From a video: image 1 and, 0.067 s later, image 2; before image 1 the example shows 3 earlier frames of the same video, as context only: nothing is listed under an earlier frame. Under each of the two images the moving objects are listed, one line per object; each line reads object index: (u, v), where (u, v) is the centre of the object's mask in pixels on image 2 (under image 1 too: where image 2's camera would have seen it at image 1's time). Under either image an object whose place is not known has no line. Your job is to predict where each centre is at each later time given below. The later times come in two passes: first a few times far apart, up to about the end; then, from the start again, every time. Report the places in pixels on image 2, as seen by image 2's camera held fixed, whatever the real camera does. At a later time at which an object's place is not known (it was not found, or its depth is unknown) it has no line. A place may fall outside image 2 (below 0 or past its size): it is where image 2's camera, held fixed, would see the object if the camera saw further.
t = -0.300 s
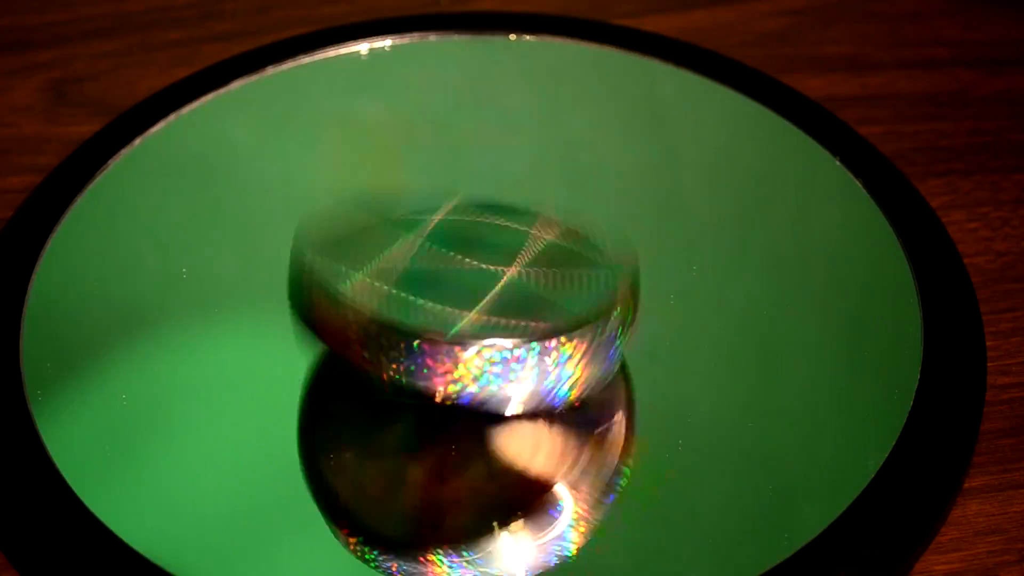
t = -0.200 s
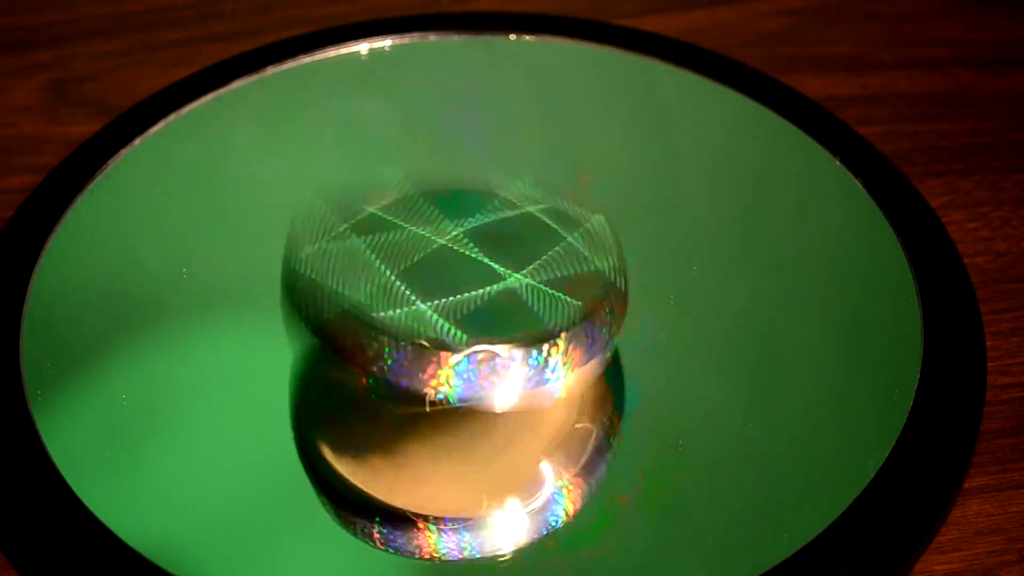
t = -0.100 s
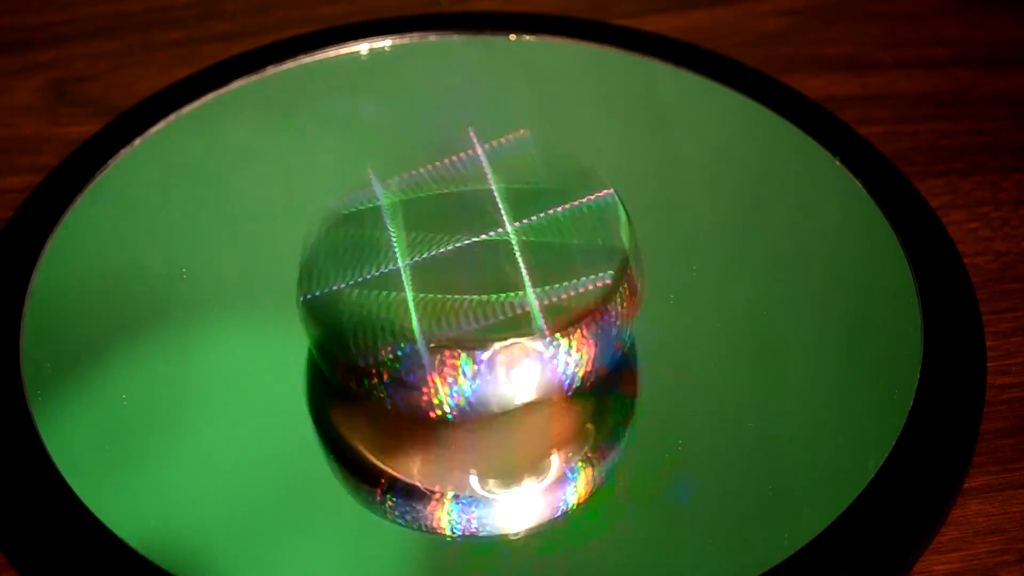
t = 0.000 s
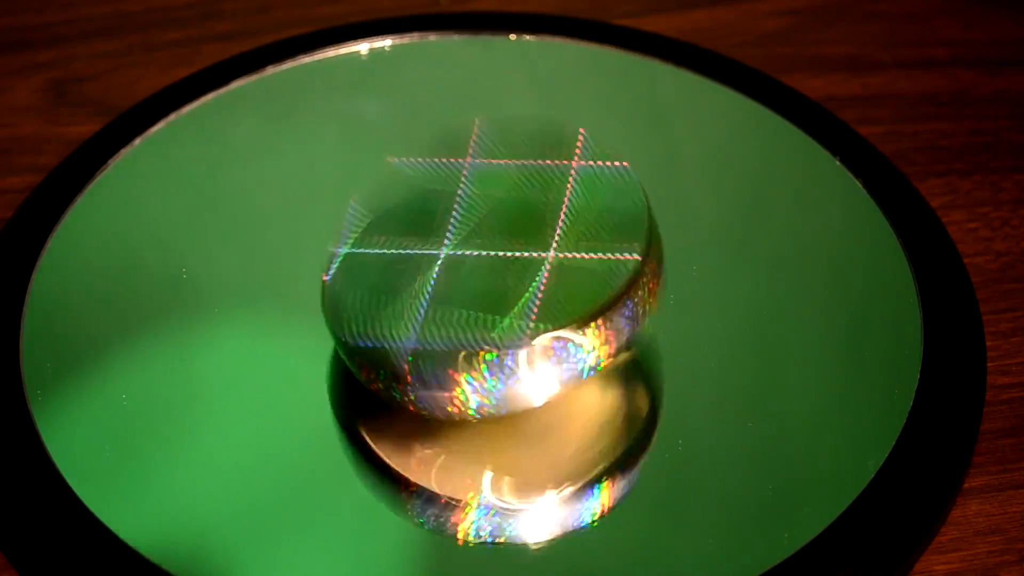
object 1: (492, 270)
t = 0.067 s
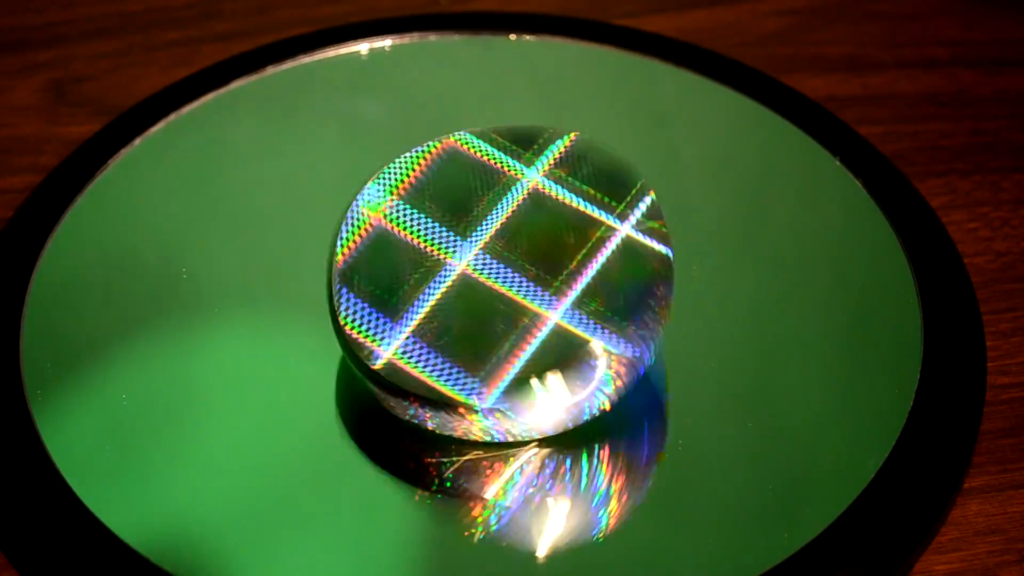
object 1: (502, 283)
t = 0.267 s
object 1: (471, 315)
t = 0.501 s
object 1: (466, 276)
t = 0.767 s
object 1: (494, 312)
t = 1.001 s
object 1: (455, 292)
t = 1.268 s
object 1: (498, 296)
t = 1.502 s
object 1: (466, 311)
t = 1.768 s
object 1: (482, 295)
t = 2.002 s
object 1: (485, 311)
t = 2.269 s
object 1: (464, 283)
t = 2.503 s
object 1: (497, 297)
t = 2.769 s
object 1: (459, 294)
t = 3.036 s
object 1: (495, 283)
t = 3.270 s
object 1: (465, 309)
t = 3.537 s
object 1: (487, 290)
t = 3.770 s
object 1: (478, 314)
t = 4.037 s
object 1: (477, 298)
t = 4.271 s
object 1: (488, 307)
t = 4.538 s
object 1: (462, 291)
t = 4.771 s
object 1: (490, 291)
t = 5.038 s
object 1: (465, 292)
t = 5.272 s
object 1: (489, 283)
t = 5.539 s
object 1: (467, 305)
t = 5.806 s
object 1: (485, 287)
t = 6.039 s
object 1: (478, 300)
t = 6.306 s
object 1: (477, 281)
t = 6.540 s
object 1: (480, 310)
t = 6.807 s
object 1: (478, 299)
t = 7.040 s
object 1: (485, 305)
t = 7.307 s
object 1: (468, 288)
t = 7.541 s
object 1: (487, 296)
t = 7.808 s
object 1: (466, 295)
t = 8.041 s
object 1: (486, 303)
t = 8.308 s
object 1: (467, 304)
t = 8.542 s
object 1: (483, 291)
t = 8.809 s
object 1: (466, 302)
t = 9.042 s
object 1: (482, 302)
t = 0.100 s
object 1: (503, 282)
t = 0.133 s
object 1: (502, 311)
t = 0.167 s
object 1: (497, 309)
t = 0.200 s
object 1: (490, 301)
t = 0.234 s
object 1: (484, 318)
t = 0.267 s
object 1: (471, 315)
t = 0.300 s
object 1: (471, 309)
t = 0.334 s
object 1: (462, 302)
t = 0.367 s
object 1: (457, 295)
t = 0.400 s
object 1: (455, 296)
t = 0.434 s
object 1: (458, 293)
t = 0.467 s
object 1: (463, 276)
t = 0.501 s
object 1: (466, 276)
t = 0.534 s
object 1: (480, 288)
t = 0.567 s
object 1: (483, 272)
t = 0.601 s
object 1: (487, 272)
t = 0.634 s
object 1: (501, 287)
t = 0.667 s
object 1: (500, 290)
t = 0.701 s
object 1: (499, 285)
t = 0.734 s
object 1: (506, 291)
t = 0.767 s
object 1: (494, 312)
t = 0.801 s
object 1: (490, 307)
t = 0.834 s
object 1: (488, 301)
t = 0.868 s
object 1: (471, 317)
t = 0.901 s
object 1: (467, 311)
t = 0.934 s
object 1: (466, 300)
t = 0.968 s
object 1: (456, 295)
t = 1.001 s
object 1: (455, 292)
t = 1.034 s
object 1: (463, 293)
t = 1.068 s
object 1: (461, 278)
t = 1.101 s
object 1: (467, 273)
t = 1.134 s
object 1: (477, 283)
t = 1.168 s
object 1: (482, 278)
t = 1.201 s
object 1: (488, 272)
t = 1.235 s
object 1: (493, 276)
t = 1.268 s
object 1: (498, 296)
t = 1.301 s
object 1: (500, 290)
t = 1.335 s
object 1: (500, 287)
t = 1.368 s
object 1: (495, 315)
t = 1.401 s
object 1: (490, 311)
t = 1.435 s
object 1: (486, 300)
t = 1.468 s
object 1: (474, 314)
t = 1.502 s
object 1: (466, 311)
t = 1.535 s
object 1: (465, 304)
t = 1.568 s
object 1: (458, 296)
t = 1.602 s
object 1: (458, 292)
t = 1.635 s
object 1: (460, 292)
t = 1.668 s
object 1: (461, 285)
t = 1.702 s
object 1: (470, 275)
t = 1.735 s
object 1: (476, 277)
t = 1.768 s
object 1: (482, 295)
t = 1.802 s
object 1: (488, 277)
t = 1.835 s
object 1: (494, 278)
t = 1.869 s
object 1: (497, 308)
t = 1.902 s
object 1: (498, 295)
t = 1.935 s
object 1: (495, 299)
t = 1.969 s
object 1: (498, 311)
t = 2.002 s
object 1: (485, 311)
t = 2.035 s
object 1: (482, 307)
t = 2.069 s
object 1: (472, 307)
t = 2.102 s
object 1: (464, 307)
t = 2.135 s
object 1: (461, 306)
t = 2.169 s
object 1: (458, 295)
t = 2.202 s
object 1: (458, 288)
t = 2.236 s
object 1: (459, 288)
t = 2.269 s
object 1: (464, 283)
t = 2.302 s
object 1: (471, 274)
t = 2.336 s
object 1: (477, 276)
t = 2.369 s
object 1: (486, 290)
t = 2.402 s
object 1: (490, 278)
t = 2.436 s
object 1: (492, 278)
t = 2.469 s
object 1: (500, 310)
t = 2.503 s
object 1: (497, 297)
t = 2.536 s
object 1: (494, 293)
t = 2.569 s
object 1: (491, 309)
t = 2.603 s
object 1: (482, 311)
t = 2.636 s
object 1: (482, 302)
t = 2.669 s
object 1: (471, 307)
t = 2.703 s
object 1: (463, 305)
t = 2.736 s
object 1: (461, 303)
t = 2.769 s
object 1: (459, 294)
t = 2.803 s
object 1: (461, 287)
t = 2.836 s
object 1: (464, 288)
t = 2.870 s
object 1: (468, 285)
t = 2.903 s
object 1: (476, 277)
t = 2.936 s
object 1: (483, 279)
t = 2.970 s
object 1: (487, 293)
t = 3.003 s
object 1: (491, 283)
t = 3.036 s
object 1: (495, 283)
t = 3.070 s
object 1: (494, 310)
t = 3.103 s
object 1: (494, 301)
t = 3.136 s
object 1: (492, 296)
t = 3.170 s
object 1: (482, 317)
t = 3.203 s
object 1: (477, 311)
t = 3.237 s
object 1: (478, 300)
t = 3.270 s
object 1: (465, 309)
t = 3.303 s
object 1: (460, 302)
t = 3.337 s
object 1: (460, 305)
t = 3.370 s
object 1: (460, 290)
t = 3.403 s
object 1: (463, 284)
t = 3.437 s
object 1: (469, 291)
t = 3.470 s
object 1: (472, 282)
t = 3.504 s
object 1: (477, 276)
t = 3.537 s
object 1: (487, 290)
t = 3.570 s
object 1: (489, 289)
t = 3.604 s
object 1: (491, 284)
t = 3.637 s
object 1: (496, 287)
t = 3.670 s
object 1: (492, 306)
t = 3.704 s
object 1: (490, 301)
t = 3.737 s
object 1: (491, 297)
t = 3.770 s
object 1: (478, 314)
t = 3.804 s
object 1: (474, 310)
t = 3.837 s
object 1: (472, 301)
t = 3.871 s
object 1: (464, 299)
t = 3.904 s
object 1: (462, 299)
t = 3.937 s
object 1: (465, 298)
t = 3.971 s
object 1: (465, 285)
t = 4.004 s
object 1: (467, 284)
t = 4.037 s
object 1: (477, 298)
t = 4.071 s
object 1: (479, 281)
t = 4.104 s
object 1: (483, 279)
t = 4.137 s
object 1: (496, 302)
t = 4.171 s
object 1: (491, 293)
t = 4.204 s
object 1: (494, 288)
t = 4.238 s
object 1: (499, 308)
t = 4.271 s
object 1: (488, 307)
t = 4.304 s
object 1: (489, 300)
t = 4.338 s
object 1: (480, 311)
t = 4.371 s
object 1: (471, 310)
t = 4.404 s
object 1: (469, 304)
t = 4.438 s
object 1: (465, 306)
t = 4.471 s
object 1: (460, 297)
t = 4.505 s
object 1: (464, 295)
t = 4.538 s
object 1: (462, 291)
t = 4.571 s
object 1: (467, 282)
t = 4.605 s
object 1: (477, 292)
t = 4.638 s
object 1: (477, 287)
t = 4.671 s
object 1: (482, 280)
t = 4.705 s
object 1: (490, 287)
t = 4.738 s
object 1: (490, 296)
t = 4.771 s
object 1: (490, 291)
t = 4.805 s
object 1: (494, 292)
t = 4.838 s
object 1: (486, 308)
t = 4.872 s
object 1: (483, 305)
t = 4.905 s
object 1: (483, 300)
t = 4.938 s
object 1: (470, 308)
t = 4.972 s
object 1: (467, 305)
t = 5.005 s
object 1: (466, 297)
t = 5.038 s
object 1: (465, 292)
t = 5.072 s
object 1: (464, 293)
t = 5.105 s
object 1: (467, 298)
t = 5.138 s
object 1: (471, 282)
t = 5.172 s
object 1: (475, 282)
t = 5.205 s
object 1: (480, 294)
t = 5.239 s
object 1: (485, 284)
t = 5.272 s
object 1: (489, 283)
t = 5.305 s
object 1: (490, 305)
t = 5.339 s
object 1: (491, 298)
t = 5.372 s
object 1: (492, 293)
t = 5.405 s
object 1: (484, 315)
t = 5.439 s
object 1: (482, 309)
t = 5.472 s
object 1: (484, 298)
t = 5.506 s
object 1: (469, 309)
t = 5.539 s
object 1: (467, 305)
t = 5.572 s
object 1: (469, 299)
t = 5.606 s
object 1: (463, 294)
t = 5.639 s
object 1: (464, 292)
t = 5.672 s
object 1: (473, 297)
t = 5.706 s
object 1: (471, 285)
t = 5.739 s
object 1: (475, 283)
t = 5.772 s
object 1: (488, 299)
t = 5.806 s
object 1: (485, 287)
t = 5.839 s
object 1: (488, 286)
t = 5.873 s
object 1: (495, 307)
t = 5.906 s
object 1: (489, 300)
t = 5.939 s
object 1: (491, 296)
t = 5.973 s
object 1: (485, 314)
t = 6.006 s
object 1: (478, 308)
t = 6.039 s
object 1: (478, 300)
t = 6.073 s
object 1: (468, 307)
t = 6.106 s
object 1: (465, 302)
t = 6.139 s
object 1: (465, 302)
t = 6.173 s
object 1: (465, 290)
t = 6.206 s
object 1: (465, 288)
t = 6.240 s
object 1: (473, 296)
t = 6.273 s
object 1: (473, 284)
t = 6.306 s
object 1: (477, 281)
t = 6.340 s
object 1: (490, 296)
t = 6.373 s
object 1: (485, 290)
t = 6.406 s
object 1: (489, 288)
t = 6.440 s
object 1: (495, 308)
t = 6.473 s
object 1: (488, 302)
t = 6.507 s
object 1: (487, 298)
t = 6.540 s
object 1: (480, 310)
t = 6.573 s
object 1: (476, 308)
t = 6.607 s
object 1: (475, 301)
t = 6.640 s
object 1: (467, 303)
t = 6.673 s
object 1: (465, 301)
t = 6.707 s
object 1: (468, 301)
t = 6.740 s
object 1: (466, 291)
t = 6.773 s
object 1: (469, 289)
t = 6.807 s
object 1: (478, 299)
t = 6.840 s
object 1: (477, 287)
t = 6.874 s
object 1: (480, 284)
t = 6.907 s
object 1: (491, 301)
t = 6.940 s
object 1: (487, 294)
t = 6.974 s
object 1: (490, 291)
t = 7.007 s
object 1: (492, 312)
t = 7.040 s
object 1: (485, 305)
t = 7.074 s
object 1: (484, 304)
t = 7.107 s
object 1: (476, 315)
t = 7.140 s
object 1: (472, 308)
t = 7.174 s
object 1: (474, 300)
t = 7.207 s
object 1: (464, 302)
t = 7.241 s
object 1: (464, 298)
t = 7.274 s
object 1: (472, 300)
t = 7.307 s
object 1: (468, 288)
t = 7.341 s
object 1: (470, 287)
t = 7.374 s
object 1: (480, 301)
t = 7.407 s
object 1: (478, 287)
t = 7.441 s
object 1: (483, 286)
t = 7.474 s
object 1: (489, 309)
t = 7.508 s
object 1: (486, 295)
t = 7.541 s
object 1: (487, 296)
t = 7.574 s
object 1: (483, 312)
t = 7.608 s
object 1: (481, 305)
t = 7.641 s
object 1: (481, 297)
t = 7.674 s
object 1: (471, 307)
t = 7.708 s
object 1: (469, 305)
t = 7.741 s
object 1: (469, 299)
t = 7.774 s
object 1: (466, 295)
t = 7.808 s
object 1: (466, 295)
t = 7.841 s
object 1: (468, 297)
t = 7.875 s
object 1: (472, 286)
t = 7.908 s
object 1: (475, 287)
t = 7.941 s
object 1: (478, 295)
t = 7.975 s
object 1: (483, 288)
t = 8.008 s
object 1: (487, 291)
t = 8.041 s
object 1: (486, 303)
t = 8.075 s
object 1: (486, 298)
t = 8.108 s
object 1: (487, 296)
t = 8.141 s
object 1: (480, 308)
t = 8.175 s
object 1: (479, 307)
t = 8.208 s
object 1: (474, 304)
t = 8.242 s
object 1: (469, 305)
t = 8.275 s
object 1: (468, 303)
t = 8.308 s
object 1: (467, 304)
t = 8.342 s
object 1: (467, 295)
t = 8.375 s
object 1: (470, 298)
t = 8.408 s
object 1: (470, 293)
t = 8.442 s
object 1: (475, 288)
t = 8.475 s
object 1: (482, 298)
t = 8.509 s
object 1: (482, 294)
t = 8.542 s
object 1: (483, 291)
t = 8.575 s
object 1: (493, 304)
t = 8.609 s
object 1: (484, 302)
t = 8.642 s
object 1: (483, 298)
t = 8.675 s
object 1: (482, 314)
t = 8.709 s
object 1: (476, 308)
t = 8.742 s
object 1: (474, 303)
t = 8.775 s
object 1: (467, 311)
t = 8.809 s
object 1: (466, 302)
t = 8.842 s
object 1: (471, 303)
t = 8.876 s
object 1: (467, 293)
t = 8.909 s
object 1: (467, 292)
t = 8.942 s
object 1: (474, 301)
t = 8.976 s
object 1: (474, 288)
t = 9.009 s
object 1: (477, 287)
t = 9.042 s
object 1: (482, 302)
